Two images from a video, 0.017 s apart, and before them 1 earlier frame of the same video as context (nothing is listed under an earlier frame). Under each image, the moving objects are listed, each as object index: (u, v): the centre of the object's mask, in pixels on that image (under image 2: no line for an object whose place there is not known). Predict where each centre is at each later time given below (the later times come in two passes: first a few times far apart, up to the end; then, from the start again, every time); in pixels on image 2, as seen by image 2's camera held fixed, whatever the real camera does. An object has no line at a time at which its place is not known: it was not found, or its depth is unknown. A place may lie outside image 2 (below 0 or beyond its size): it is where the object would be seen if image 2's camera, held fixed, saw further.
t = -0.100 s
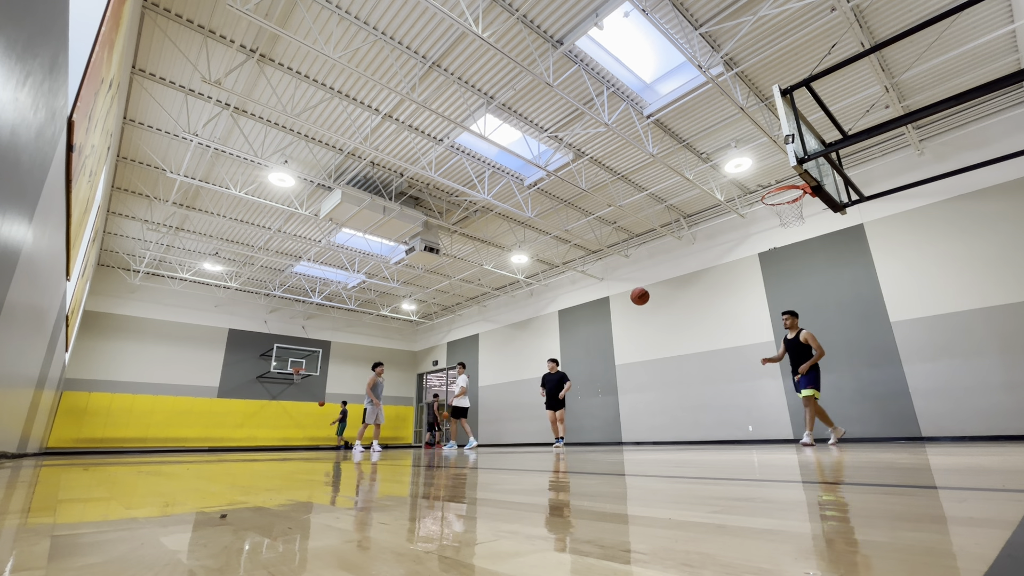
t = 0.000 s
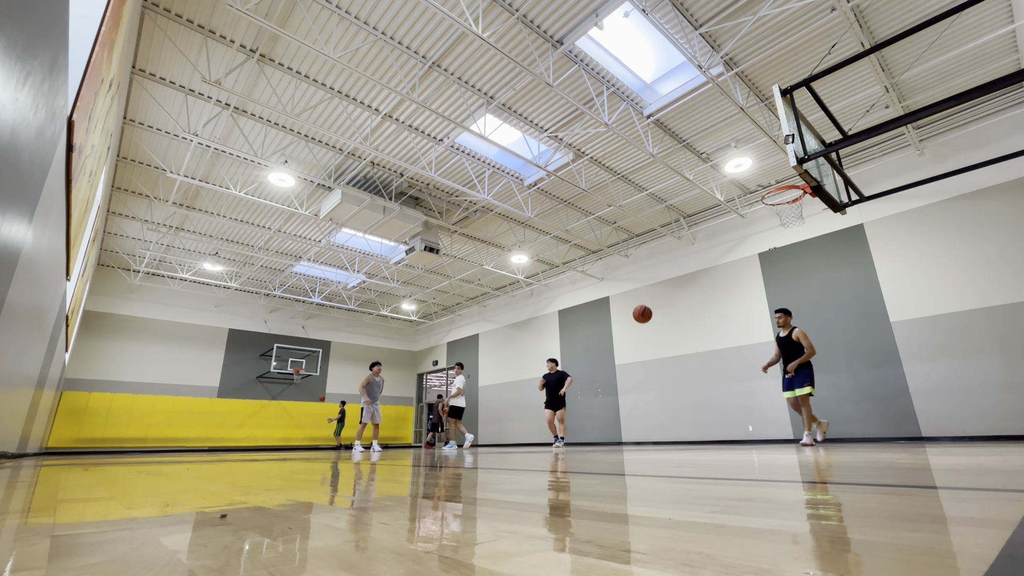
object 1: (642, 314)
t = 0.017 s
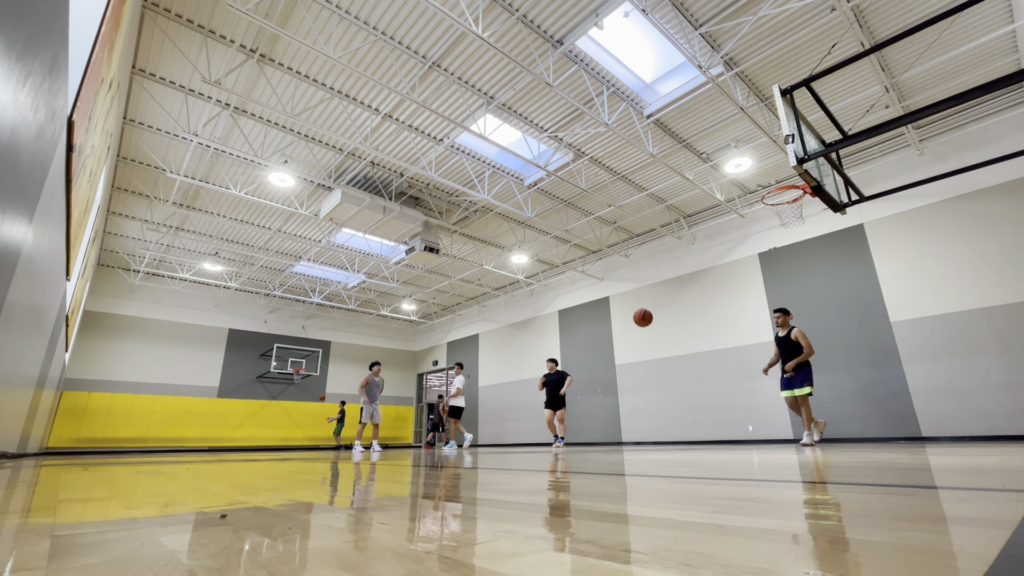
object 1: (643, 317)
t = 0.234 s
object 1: (653, 389)
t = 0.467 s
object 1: (651, 392)
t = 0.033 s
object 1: (643, 321)
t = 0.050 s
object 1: (644, 326)
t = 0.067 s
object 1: (645, 330)
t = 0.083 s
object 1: (645, 335)
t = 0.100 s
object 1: (646, 340)
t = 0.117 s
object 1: (646, 345)
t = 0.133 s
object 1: (647, 351)
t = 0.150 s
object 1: (648, 356)
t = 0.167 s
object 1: (649, 362)
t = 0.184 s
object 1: (650, 369)
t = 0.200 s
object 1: (651, 375)
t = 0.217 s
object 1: (651, 382)
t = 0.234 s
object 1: (653, 389)
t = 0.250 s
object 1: (654, 397)
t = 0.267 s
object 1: (655, 405)
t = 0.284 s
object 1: (656, 413)
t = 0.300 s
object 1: (657, 421)
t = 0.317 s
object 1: (658, 430)
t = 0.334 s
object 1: (659, 439)
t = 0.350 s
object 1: (659, 435)
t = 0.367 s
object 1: (658, 428)
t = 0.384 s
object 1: (656, 421)
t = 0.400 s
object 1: (655, 414)
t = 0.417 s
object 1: (654, 408)
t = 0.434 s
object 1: (653, 403)
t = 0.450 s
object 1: (652, 397)
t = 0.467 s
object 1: (651, 392)
